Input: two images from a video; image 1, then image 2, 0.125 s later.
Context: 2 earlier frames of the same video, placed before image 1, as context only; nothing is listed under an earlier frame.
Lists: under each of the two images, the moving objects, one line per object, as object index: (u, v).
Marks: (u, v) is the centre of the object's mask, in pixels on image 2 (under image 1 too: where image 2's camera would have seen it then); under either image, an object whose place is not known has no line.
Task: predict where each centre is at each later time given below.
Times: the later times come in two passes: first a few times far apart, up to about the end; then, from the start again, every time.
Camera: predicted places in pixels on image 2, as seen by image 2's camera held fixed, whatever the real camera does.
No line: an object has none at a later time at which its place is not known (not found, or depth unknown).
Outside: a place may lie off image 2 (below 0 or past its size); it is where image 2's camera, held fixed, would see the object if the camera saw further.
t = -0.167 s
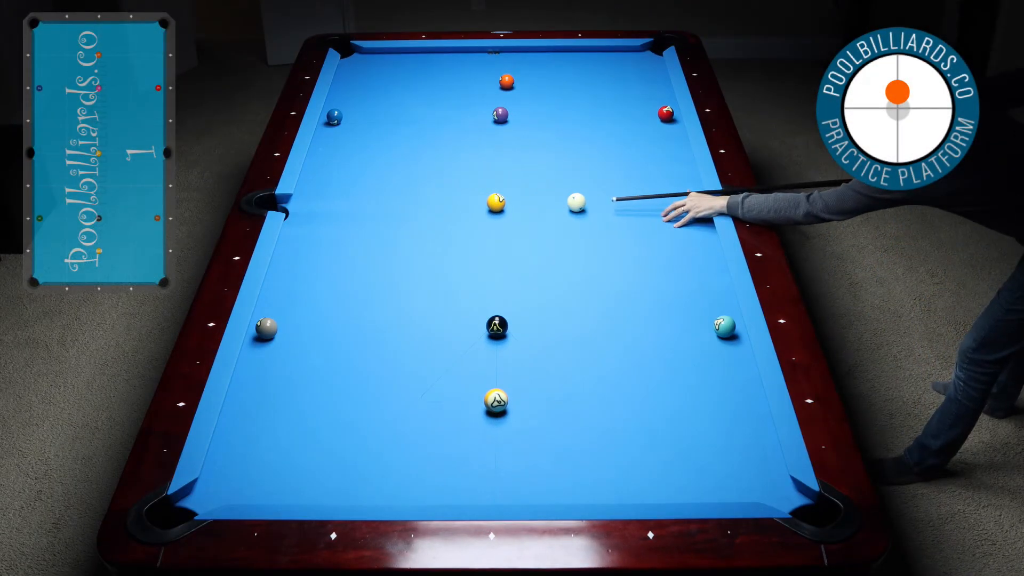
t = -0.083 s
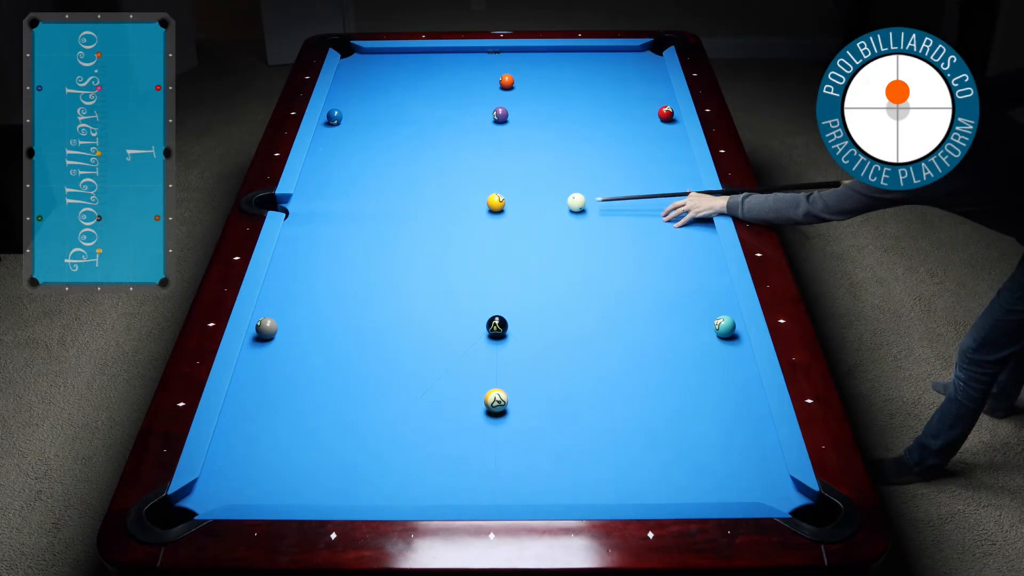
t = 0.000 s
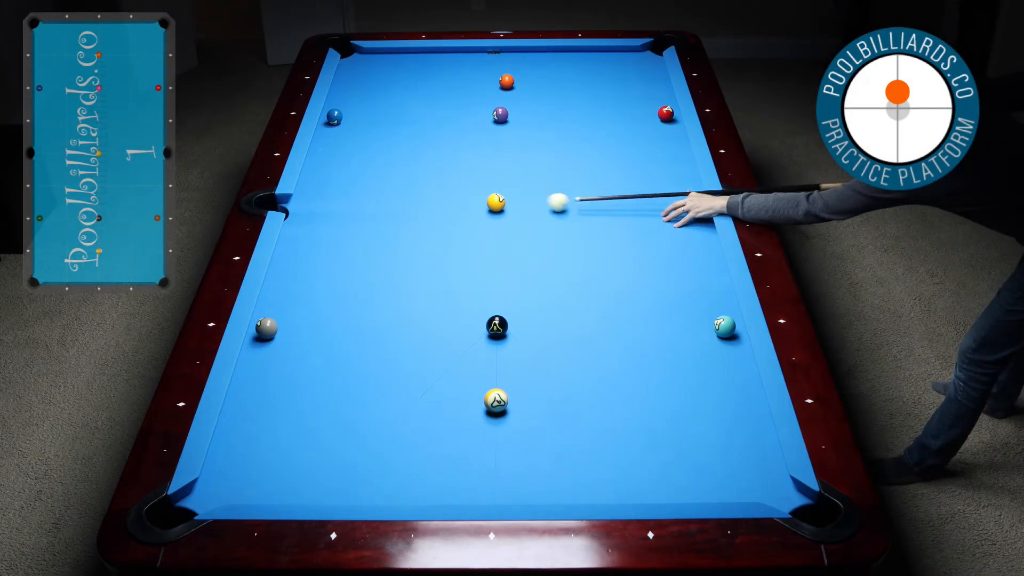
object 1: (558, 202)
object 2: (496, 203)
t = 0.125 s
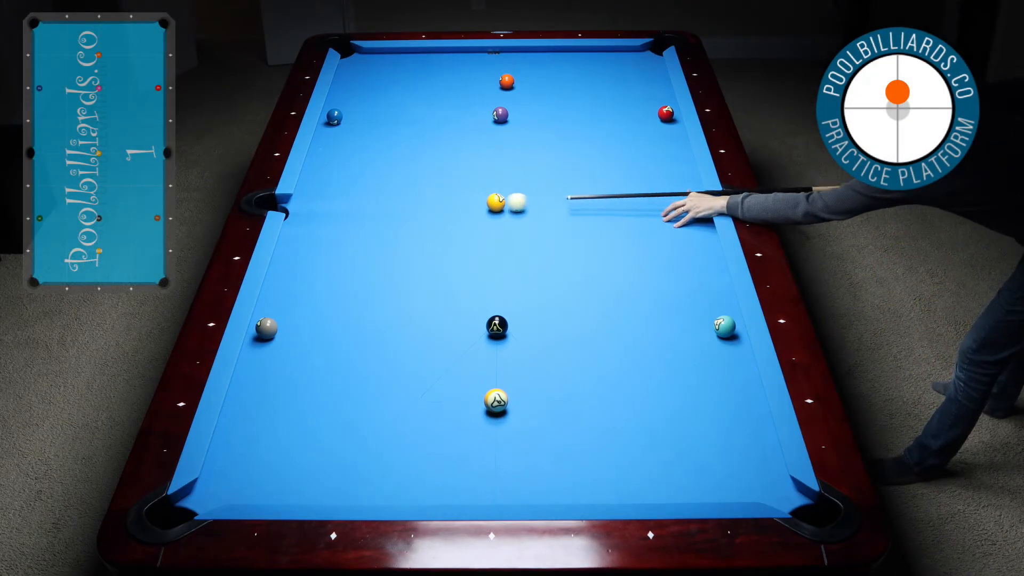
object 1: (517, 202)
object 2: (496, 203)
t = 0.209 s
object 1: (512, 203)
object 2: (474, 203)
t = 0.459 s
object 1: (491, 203)
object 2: (419, 203)
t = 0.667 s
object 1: (474, 202)
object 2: (376, 203)
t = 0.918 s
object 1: (456, 203)
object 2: (325, 203)
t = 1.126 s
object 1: (441, 203)
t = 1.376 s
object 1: (425, 203)
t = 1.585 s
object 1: (413, 203)
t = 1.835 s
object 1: (400, 204)
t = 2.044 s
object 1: (391, 204)
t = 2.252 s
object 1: (382, 205)
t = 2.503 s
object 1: (374, 206)
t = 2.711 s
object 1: (367, 206)
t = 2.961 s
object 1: (362, 206)
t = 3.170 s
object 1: (358, 207)
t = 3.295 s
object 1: (356, 207)
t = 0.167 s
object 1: (514, 203)
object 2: (485, 202)
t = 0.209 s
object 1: (512, 203)
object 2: (474, 203)
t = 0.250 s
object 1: (509, 203)
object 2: (464, 203)
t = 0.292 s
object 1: (505, 203)
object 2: (455, 203)
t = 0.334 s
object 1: (501, 203)
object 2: (446, 203)
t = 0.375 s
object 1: (498, 203)
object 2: (437, 203)
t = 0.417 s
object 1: (494, 203)
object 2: (428, 203)
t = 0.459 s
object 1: (491, 203)
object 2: (419, 203)
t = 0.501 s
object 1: (487, 203)
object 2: (410, 203)
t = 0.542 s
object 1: (484, 203)
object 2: (401, 203)
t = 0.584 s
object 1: (481, 202)
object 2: (393, 203)
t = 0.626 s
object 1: (477, 202)
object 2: (384, 203)
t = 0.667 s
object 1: (474, 202)
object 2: (376, 203)
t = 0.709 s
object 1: (471, 202)
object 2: (367, 203)
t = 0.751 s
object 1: (468, 202)
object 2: (359, 203)
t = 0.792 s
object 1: (465, 202)
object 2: (350, 203)
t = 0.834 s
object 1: (462, 203)
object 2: (342, 203)
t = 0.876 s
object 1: (459, 203)
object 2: (334, 203)
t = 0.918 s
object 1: (456, 203)
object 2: (325, 203)
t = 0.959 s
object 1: (453, 203)
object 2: (317, 204)
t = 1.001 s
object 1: (450, 202)
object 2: (309, 203)
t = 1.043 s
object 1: (447, 203)
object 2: (301, 203)
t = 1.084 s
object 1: (444, 203)
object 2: (293, 203)
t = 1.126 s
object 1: (441, 203)
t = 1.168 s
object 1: (439, 203)
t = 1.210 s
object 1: (436, 203)
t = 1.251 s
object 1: (433, 203)
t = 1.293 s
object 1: (431, 203)
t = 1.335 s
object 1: (428, 203)
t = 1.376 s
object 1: (425, 203)
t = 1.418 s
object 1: (423, 203)
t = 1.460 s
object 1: (420, 203)
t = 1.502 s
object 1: (418, 203)
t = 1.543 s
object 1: (416, 203)
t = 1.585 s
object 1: (413, 203)
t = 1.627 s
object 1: (411, 203)
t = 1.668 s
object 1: (409, 203)
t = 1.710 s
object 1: (407, 203)
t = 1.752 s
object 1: (405, 203)
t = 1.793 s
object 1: (402, 203)
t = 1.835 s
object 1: (400, 204)
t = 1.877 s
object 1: (398, 204)
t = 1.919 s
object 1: (396, 204)
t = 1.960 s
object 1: (394, 204)
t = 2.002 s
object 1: (393, 204)
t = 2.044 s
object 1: (391, 204)
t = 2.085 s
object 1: (389, 204)
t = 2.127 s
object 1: (387, 205)
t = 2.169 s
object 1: (386, 205)
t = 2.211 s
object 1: (384, 205)
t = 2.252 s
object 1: (382, 205)
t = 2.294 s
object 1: (381, 205)
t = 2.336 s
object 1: (379, 205)
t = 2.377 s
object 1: (378, 205)
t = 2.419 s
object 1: (376, 205)
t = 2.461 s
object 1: (375, 205)
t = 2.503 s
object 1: (374, 206)
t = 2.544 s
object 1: (372, 206)
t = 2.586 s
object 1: (371, 206)
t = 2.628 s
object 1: (370, 206)
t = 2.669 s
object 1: (369, 206)
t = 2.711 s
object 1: (367, 206)
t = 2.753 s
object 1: (366, 206)
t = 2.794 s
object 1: (365, 206)
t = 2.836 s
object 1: (364, 206)
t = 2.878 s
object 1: (364, 206)
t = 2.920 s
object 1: (363, 206)
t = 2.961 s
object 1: (362, 206)
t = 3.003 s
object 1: (361, 207)
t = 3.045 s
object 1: (360, 207)
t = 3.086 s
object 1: (360, 207)
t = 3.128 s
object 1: (359, 207)
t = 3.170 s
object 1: (358, 207)
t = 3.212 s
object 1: (358, 207)
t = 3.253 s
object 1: (357, 207)
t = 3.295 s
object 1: (356, 207)
